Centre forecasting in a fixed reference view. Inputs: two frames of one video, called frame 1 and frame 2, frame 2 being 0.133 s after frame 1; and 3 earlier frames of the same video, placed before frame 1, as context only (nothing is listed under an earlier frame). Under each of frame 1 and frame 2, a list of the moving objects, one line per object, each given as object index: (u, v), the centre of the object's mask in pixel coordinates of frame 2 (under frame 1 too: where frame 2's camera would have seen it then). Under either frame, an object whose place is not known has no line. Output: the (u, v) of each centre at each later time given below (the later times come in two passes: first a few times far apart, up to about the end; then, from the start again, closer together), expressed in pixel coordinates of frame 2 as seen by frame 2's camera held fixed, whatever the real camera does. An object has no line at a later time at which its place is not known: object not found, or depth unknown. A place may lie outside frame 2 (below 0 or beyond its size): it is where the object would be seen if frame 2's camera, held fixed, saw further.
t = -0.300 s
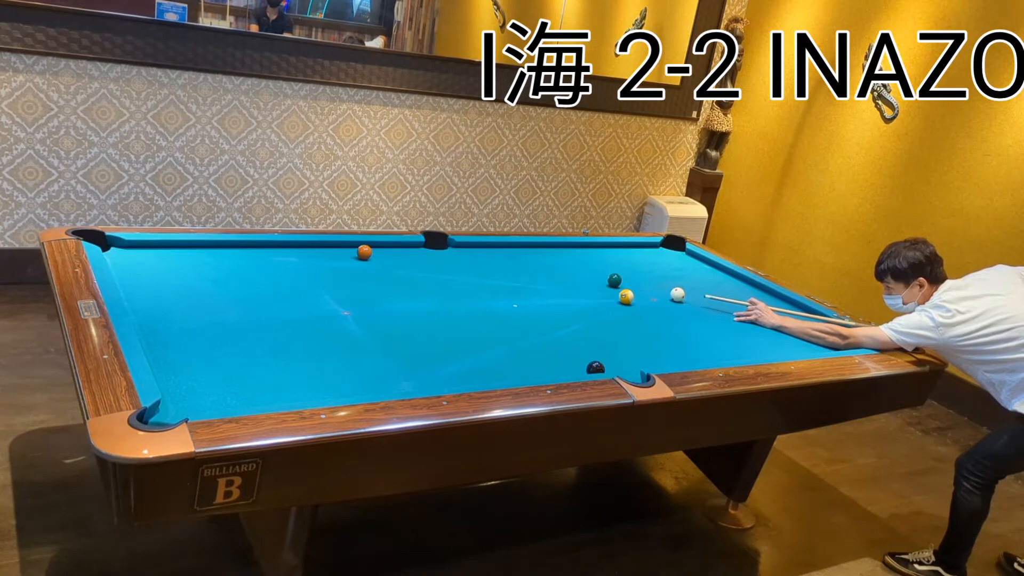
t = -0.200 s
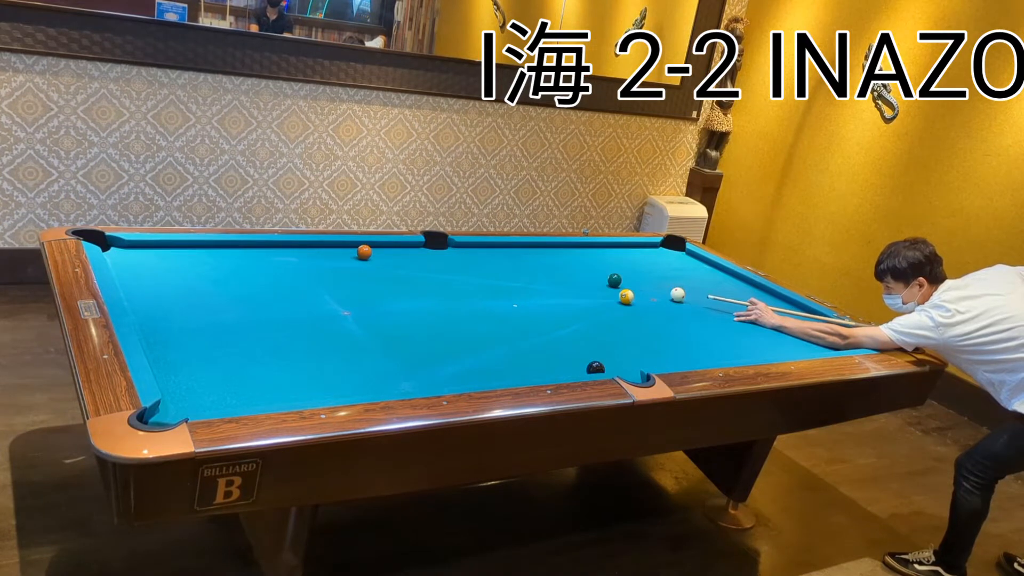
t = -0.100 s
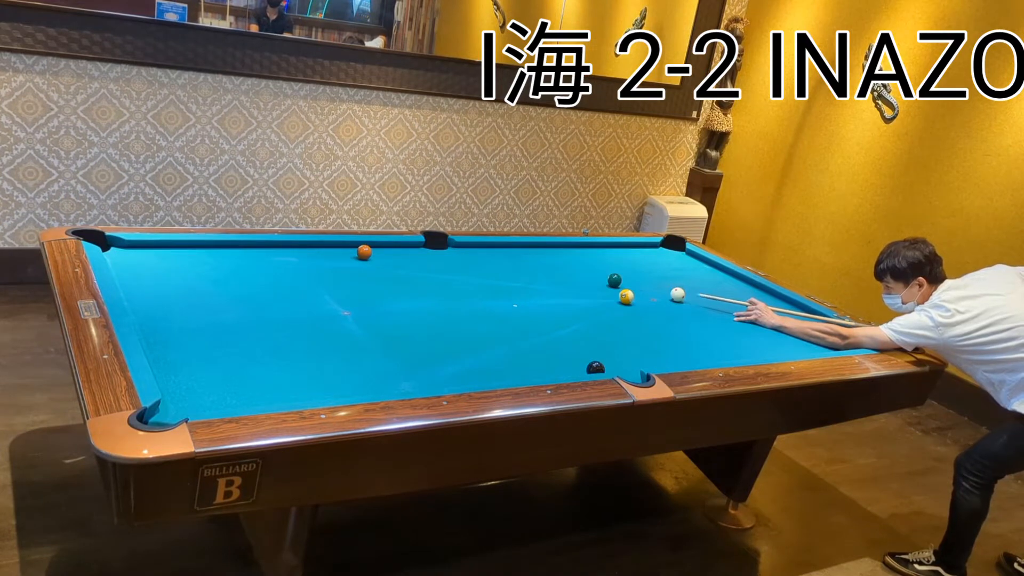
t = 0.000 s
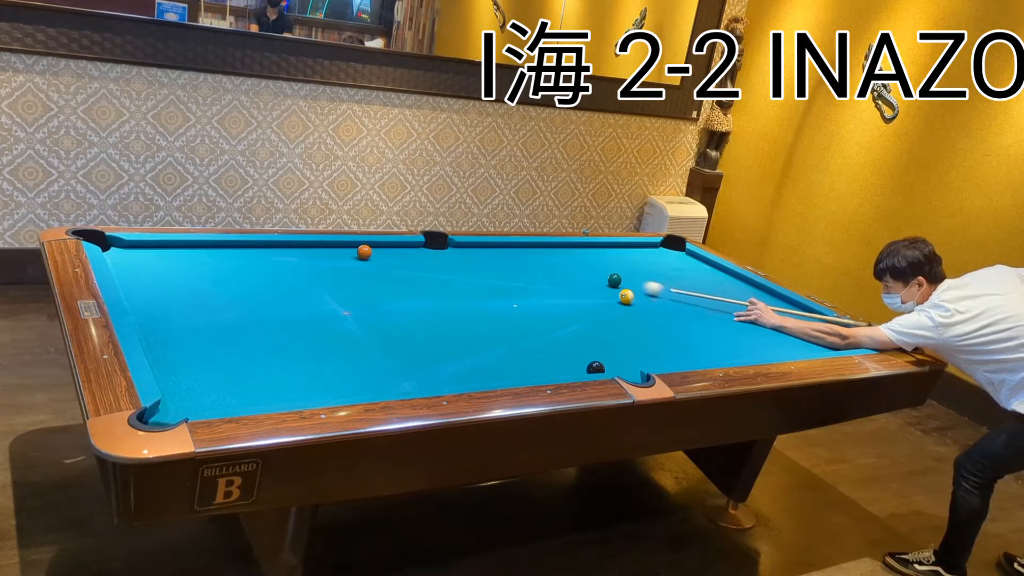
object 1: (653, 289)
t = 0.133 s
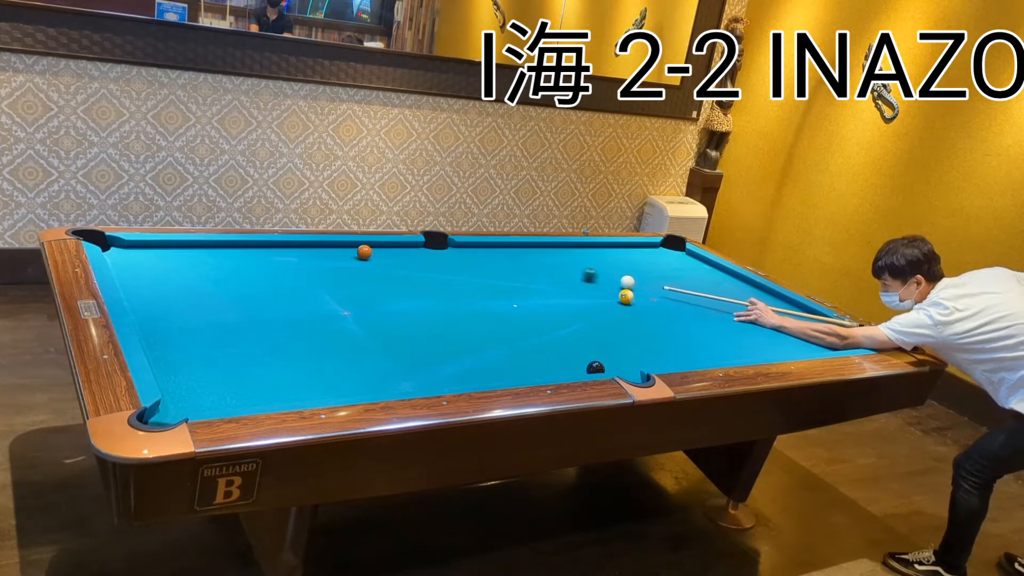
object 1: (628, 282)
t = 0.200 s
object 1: (624, 281)
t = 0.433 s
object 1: (603, 276)
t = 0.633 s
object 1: (586, 271)
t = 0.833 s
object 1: (571, 267)
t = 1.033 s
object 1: (556, 263)
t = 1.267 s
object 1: (540, 258)
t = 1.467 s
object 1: (527, 254)
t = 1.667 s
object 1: (515, 251)
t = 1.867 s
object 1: (504, 248)
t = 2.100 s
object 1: (494, 245)
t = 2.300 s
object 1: (493, 247)
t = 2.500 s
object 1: (492, 248)
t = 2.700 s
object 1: (491, 249)
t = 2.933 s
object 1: (490, 250)
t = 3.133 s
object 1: (490, 251)
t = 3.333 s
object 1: (490, 252)
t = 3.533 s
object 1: (489, 253)
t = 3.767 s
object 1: (489, 253)
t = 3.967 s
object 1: (490, 253)
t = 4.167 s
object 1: (490, 253)
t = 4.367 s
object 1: (490, 253)
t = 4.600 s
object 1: (490, 253)
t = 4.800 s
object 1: (490, 253)
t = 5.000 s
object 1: (490, 253)
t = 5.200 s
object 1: (490, 253)
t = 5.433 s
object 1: (490, 253)
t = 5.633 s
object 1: (490, 253)
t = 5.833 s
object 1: (490, 253)
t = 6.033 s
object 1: (490, 253)
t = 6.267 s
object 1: (490, 253)
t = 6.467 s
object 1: (490, 253)
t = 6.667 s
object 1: (490, 253)
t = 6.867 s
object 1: (490, 253)
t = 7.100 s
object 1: (490, 253)
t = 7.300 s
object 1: (490, 253)
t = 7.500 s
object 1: (490, 253)
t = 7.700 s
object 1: (490, 253)
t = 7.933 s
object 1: (490, 253)
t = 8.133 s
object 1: (490, 253)
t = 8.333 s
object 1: (490, 253)
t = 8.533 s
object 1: (490, 253)
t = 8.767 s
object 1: (490, 253)
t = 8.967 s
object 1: (490, 253)
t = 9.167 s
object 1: (490, 253)
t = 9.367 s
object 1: (490, 253)
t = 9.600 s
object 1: (490, 253)
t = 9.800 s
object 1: (490, 253)
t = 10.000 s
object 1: (490, 253)
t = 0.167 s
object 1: (626, 282)
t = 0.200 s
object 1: (624, 281)
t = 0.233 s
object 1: (621, 281)
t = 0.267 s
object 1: (617, 280)
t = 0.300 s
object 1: (614, 279)
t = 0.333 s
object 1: (611, 278)
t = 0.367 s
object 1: (609, 277)
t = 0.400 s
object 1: (606, 276)
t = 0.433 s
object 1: (603, 276)
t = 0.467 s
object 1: (600, 275)
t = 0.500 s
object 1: (597, 274)
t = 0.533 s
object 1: (594, 273)
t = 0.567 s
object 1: (592, 272)
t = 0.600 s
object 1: (589, 272)
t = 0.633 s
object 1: (586, 271)
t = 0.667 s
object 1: (584, 270)
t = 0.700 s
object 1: (581, 269)
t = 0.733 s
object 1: (579, 269)
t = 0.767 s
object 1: (576, 268)
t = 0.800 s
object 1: (574, 267)
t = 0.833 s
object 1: (571, 267)
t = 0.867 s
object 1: (569, 266)
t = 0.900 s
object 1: (566, 265)
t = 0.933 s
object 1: (564, 265)
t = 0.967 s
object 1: (561, 264)
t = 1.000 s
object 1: (559, 263)
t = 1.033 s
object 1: (556, 263)
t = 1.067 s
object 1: (554, 262)
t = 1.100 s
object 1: (552, 261)
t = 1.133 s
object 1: (550, 261)
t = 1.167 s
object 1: (547, 260)
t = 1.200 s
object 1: (545, 259)
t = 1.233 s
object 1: (542, 259)
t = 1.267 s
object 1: (540, 258)
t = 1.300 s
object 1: (538, 258)
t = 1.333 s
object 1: (536, 257)
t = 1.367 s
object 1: (534, 256)
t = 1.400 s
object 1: (532, 256)
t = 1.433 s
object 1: (529, 255)
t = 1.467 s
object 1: (527, 254)
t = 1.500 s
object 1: (525, 254)
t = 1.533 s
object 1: (523, 253)
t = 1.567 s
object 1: (521, 253)
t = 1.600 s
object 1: (519, 252)
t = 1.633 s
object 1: (517, 252)
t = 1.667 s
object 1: (515, 251)
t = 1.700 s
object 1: (513, 251)
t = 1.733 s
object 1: (512, 250)
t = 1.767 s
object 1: (510, 250)
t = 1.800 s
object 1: (508, 249)
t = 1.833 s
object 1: (506, 248)
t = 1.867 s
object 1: (504, 248)
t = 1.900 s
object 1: (502, 247)
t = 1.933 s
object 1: (501, 247)
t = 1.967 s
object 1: (499, 246)
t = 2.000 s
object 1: (497, 246)
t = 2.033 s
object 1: (495, 245)
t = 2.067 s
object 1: (494, 245)
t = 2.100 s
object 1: (494, 245)
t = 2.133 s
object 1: (493, 246)
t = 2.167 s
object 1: (493, 246)
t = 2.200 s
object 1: (493, 246)
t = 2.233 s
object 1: (493, 246)
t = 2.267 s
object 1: (493, 247)
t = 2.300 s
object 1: (493, 247)
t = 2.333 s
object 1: (493, 247)
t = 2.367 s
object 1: (492, 247)
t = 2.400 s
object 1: (492, 247)
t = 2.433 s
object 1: (492, 248)
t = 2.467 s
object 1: (492, 248)
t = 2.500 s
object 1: (492, 248)
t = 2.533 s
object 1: (492, 248)
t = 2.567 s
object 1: (491, 249)
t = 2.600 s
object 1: (491, 249)
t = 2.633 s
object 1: (491, 249)
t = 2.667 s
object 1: (491, 249)
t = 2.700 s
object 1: (491, 249)
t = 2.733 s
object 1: (491, 250)
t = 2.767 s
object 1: (491, 250)
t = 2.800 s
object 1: (491, 250)
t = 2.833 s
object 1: (490, 250)
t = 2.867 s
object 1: (490, 250)
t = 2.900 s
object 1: (490, 250)
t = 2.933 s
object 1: (490, 250)
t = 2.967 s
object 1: (490, 251)
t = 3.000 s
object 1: (490, 251)
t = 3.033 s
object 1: (490, 251)
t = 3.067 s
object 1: (490, 251)
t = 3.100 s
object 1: (490, 251)
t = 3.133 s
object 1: (490, 251)
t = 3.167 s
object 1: (490, 251)
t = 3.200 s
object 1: (490, 252)
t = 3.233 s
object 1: (490, 252)
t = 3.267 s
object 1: (489, 252)
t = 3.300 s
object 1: (489, 252)
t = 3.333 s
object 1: (490, 252)
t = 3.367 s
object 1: (490, 252)
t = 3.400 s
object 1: (489, 252)
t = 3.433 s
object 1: (489, 252)
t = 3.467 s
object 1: (489, 252)
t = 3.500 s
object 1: (489, 252)
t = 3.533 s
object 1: (489, 253)
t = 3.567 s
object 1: (489, 253)
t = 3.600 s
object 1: (489, 253)
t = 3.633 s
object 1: (490, 253)
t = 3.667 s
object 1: (490, 253)
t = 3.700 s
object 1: (490, 253)
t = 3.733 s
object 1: (490, 253)
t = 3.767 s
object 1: (489, 253)
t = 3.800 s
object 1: (490, 253)
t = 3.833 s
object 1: (490, 253)
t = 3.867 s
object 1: (490, 253)
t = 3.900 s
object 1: (490, 253)
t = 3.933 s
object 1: (490, 253)
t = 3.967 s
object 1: (490, 253)
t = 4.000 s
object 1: (490, 253)
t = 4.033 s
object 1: (490, 253)
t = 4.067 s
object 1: (490, 253)
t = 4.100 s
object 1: (490, 253)
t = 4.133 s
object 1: (490, 253)
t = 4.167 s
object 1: (490, 253)
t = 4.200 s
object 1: (490, 253)
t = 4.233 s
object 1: (490, 253)
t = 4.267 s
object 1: (490, 253)
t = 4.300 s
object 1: (490, 253)
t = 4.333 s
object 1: (490, 253)
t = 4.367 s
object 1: (490, 253)
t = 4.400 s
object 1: (490, 253)
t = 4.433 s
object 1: (490, 253)
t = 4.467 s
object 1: (490, 253)
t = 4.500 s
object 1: (490, 253)
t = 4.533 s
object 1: (490, 253)
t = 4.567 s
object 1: (490, 253)
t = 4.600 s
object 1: (490, 253)
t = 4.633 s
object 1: (490, 253)
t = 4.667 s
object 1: (490, 253)
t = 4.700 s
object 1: (490, 253)
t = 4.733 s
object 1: (490, 253)
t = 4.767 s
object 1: (490, 253)
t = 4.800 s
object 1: (490, 253)
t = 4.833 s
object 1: (490, 253)
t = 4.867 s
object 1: (490, 253)
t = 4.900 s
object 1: (490, 253)
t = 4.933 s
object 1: (490, 253)
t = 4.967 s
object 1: (490, 253)
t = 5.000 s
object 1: (490, 253)
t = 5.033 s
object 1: (490, 253)
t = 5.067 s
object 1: (490, 253)
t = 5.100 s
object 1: (490, 253)
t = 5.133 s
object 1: (490, 253)
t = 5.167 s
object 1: (490, 253)
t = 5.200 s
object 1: (490, 253)
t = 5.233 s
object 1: (490, 253)
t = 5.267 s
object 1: (490, 253)
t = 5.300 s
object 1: (490, 253)
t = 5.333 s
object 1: (490, 253)
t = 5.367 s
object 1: (490, 253)
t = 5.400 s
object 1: (490, 253)
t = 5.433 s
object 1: (490, 253)
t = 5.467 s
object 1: (490, 253)
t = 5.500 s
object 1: (490, 253)
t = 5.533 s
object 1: (490, 253)
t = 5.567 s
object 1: (490, 253)
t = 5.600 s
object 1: (490, 253)
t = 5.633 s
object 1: (490, 253)
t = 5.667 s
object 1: (490, 253)
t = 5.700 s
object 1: (490, 253)
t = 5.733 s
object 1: (490, 253)
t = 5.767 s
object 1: (490, 253)
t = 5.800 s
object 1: (490, 253)
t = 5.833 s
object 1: (490, 253)
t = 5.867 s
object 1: (490, 253)
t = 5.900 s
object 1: (490, 253)
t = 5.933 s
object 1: (490, 253)
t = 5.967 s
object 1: (490, 253)
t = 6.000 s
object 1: (490, 253)
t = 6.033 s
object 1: (490, 253)
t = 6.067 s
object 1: (490, 253)
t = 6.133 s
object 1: (490, 253)
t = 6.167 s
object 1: (490, 253)
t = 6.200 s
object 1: (490, 253)
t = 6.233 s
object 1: (490, 253)
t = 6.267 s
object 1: (490, 253)
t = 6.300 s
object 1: (490, 253)
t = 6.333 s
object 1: (490, 253)
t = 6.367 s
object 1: (490, 253)
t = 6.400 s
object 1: (490, 253)
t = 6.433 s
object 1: (490, 253)
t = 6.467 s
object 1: (490, 253)
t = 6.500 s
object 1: (490, 253)
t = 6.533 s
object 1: (490, 253)
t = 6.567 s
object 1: (490, 253)
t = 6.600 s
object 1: (490, 253)
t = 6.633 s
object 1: (490, 253)
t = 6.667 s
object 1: (490, 253)
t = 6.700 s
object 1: (490, 253)
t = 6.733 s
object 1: (490, 253)
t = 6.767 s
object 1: (490, 253)
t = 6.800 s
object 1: (490, 253)
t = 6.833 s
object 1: (490, 253)
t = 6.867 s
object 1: (490, 253)
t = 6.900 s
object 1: (490, 253)
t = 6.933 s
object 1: (490, 253)
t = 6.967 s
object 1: (490, 253)
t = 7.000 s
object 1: (490, 253)
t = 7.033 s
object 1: (490, 253)
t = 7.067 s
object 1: (490, 253)
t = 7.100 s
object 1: (490, 253)
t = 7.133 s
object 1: (490, 253)
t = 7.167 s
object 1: (490, 253)
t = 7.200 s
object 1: (490, 253)
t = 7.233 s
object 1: (490, 253)
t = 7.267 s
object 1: (490, 253)
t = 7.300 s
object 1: (490, 253)
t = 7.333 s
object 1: (490, 253)
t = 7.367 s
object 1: (490, 253)
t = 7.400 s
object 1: (490, 253)
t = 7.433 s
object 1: (490, 253)
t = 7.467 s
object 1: (490, 253)
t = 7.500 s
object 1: (490, 253)
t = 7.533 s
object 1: (490, 253)
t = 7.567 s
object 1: (490, 253)
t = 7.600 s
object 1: (490, 253)
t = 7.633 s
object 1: (490, 253)
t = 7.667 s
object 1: (490, 253)
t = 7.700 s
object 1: (490, 253)
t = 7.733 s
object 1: (490, 253)
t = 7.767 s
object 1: (490, 253)
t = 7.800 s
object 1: (490, 253)
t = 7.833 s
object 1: (490, 253)
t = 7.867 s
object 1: (490, 253)
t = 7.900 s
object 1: (490, 253)
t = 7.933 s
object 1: (490, 253)
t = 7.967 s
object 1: (490, 253)
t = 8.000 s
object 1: (490, 253)
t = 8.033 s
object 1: (490, 253)
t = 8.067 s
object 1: (490, 253)
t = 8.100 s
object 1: (490, 253)
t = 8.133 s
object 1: (490, 253)
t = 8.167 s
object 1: (490, 253)
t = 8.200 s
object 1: (490, 253)
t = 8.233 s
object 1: (490, 253)
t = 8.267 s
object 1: (490, 253)
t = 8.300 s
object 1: (490, 253)
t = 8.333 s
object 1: (490, 253)
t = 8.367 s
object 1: (490, 253)
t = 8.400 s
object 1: (490, 253)
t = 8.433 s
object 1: (490, 253)
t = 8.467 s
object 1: (490, 253)
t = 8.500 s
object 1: (490, 253)
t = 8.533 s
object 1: (490, 253)
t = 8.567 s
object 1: (490, 253)
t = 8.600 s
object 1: (490, 253)
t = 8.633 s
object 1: (490, 253)
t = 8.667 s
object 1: (490, 253)
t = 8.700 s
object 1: (490, 253)
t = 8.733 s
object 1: (490, 253)
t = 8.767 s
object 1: (490, 253)
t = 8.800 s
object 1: (490, 253)
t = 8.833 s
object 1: (490, 253)
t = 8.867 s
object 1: (490, 253)
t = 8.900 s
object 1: (490, 253)
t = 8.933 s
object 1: (490, 253)
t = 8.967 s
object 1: (490, 253)
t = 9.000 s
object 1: (490, 253)
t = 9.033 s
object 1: (490, 253)
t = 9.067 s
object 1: (490, 253)
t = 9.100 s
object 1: (490, 253)
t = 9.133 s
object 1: (490, 253)
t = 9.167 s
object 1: (490, 253)
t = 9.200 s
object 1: (490, 253)
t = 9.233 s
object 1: (490, 253)
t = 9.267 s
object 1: (490, 253)
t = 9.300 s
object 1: (490, 253)
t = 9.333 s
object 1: (490, 253)
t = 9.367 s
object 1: (490, 253)
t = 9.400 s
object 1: (490, 253)
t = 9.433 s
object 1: (490, 253)
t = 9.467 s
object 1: (490, 253)
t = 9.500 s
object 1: (490, 253)
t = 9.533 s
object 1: (490, 253)
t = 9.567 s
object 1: (490, 253)
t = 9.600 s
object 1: (490, 253)
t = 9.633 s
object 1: (490, 253)
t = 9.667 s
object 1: (490, 253)
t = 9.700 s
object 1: (490, 253)
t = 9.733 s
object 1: (490, 253)
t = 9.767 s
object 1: (490, 253)
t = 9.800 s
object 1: (490, 253)
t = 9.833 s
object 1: (490, 253)
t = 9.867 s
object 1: (490, 253)
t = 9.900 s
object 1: (490, 253)
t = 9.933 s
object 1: (490, 253)
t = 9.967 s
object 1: (490, 253)
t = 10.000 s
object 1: (490, 253)
